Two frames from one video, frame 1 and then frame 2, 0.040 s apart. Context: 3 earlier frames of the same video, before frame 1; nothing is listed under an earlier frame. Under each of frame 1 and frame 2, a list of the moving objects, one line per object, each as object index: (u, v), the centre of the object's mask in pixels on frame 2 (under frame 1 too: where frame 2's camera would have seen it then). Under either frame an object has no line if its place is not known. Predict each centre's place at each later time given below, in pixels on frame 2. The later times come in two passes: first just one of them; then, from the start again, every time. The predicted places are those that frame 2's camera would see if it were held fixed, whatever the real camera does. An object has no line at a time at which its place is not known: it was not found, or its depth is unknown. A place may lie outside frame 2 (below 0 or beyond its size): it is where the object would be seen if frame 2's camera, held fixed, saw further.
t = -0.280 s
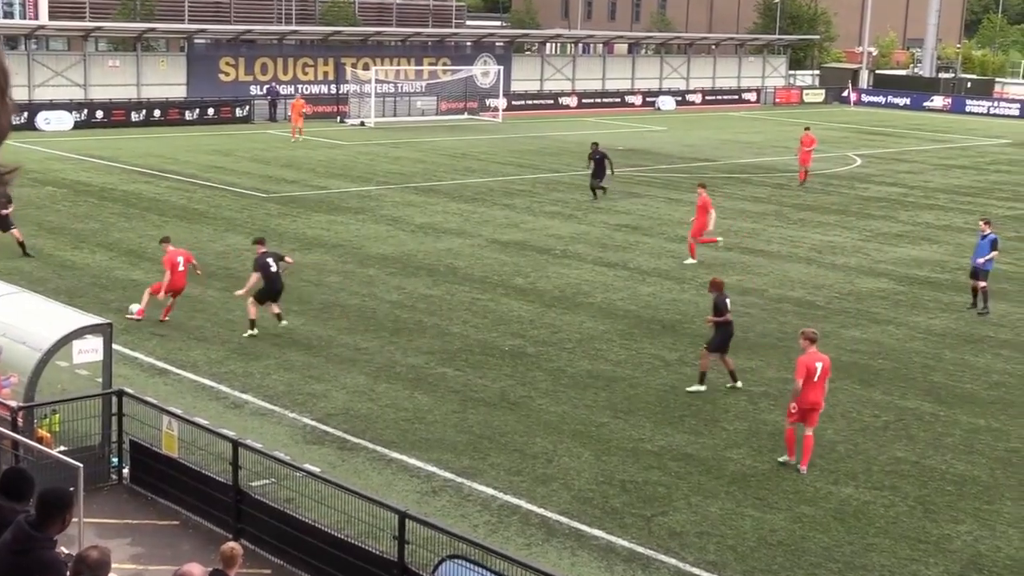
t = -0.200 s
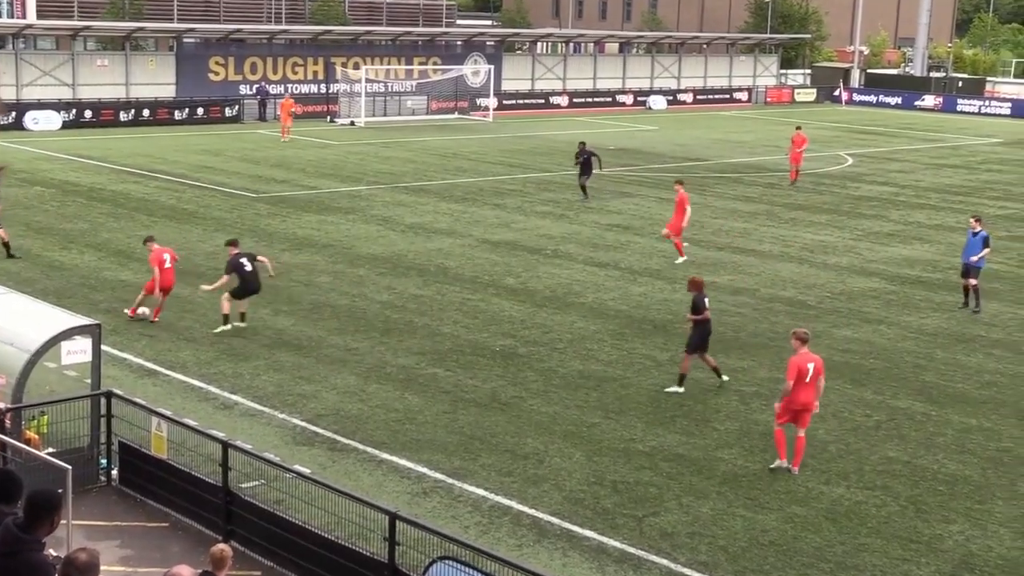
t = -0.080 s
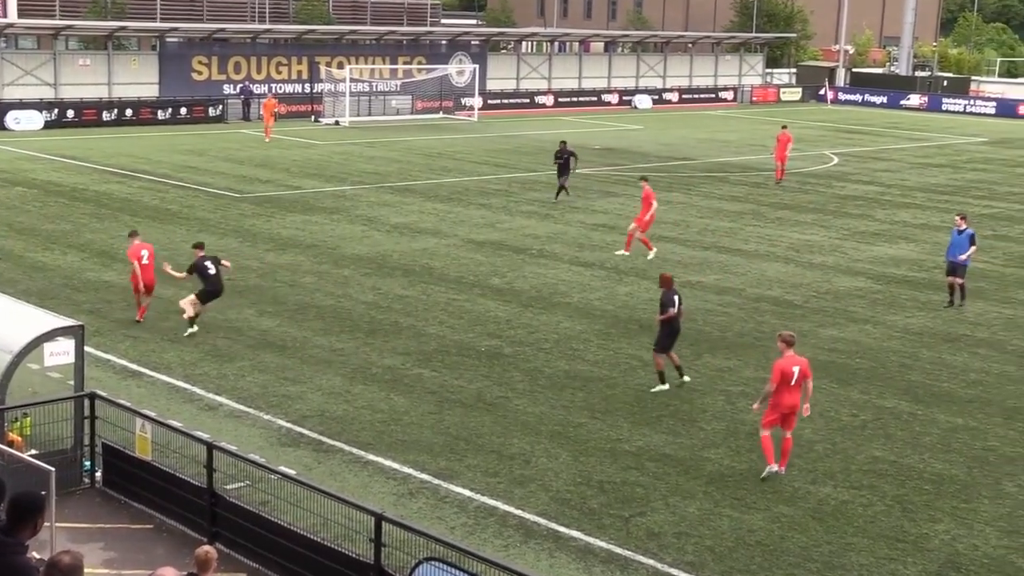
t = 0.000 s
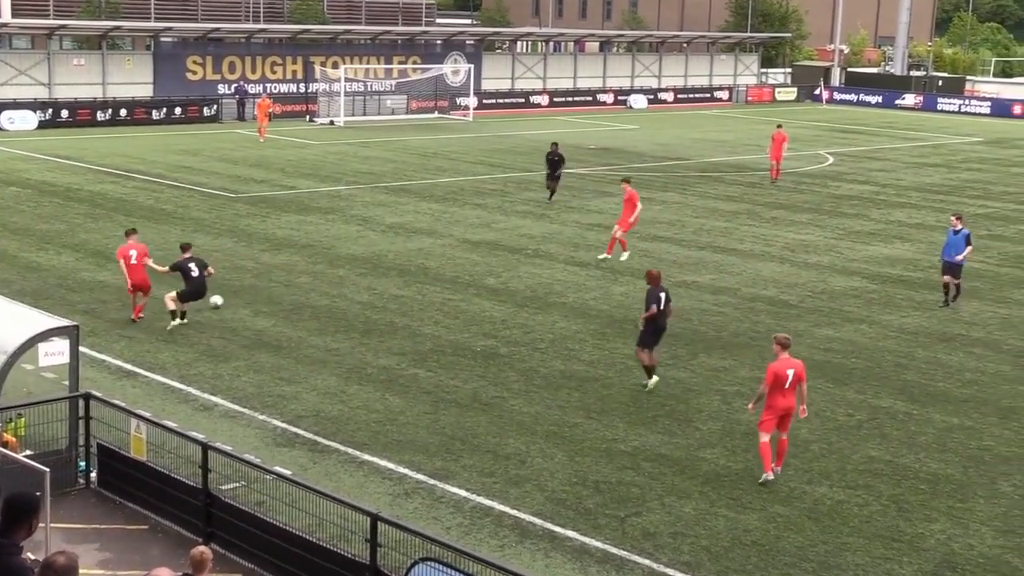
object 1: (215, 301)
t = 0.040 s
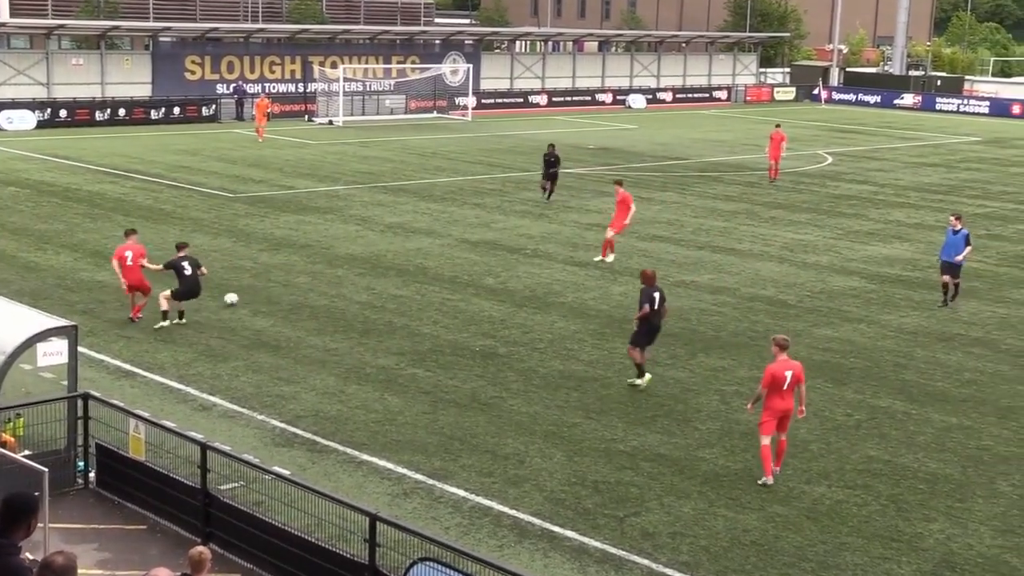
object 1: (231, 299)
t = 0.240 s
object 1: (300, 290)
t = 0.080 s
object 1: (246, 298)
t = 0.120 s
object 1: (261, 296)
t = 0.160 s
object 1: (274, 293)
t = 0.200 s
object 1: (287, 291)
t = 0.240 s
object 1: (300, 290)
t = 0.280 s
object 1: (312, 291)
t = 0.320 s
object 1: (323, 288)
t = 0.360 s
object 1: (334, 286)
